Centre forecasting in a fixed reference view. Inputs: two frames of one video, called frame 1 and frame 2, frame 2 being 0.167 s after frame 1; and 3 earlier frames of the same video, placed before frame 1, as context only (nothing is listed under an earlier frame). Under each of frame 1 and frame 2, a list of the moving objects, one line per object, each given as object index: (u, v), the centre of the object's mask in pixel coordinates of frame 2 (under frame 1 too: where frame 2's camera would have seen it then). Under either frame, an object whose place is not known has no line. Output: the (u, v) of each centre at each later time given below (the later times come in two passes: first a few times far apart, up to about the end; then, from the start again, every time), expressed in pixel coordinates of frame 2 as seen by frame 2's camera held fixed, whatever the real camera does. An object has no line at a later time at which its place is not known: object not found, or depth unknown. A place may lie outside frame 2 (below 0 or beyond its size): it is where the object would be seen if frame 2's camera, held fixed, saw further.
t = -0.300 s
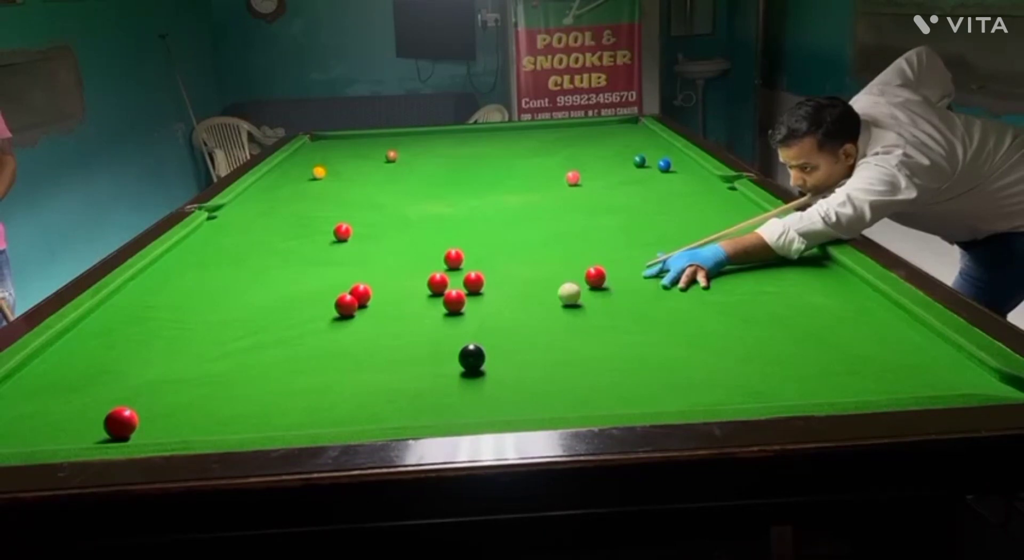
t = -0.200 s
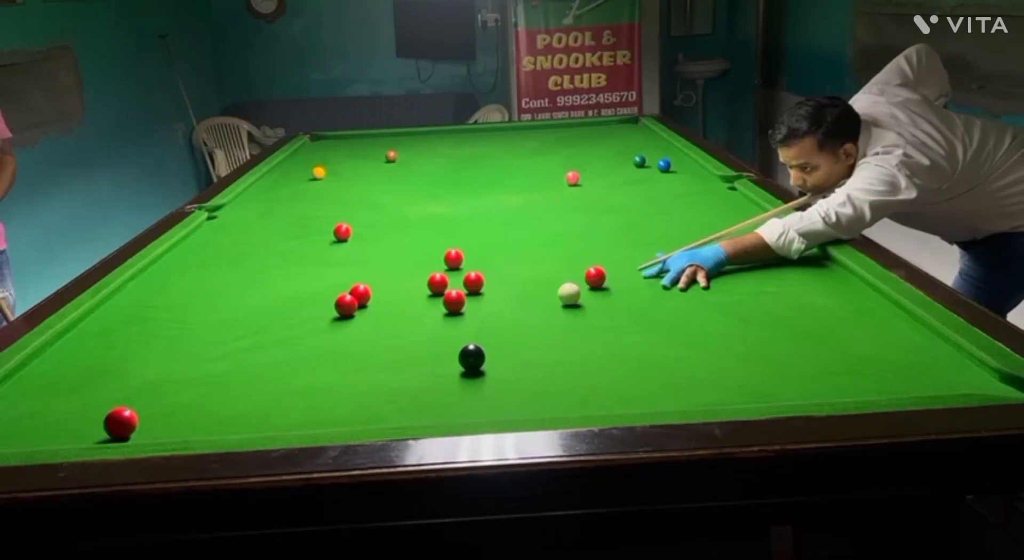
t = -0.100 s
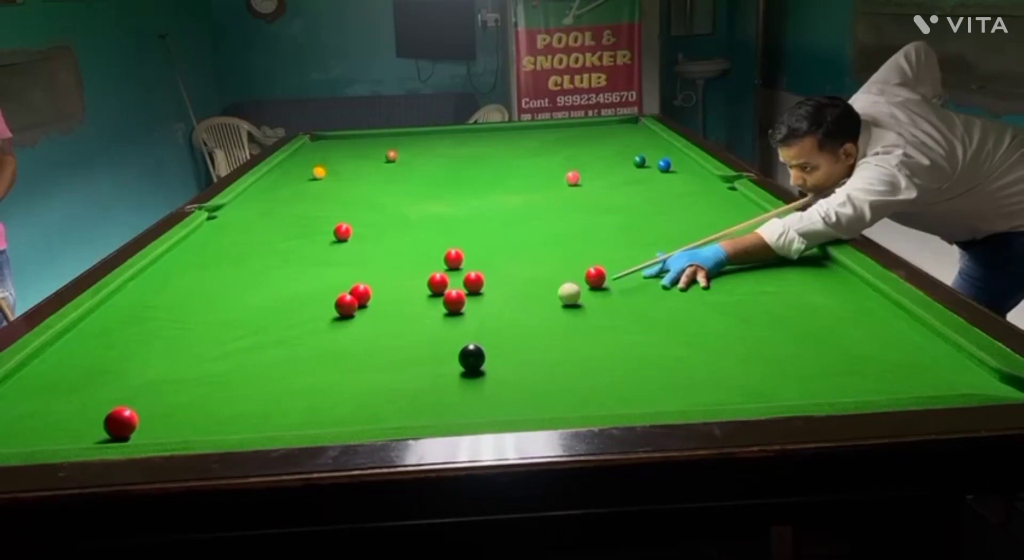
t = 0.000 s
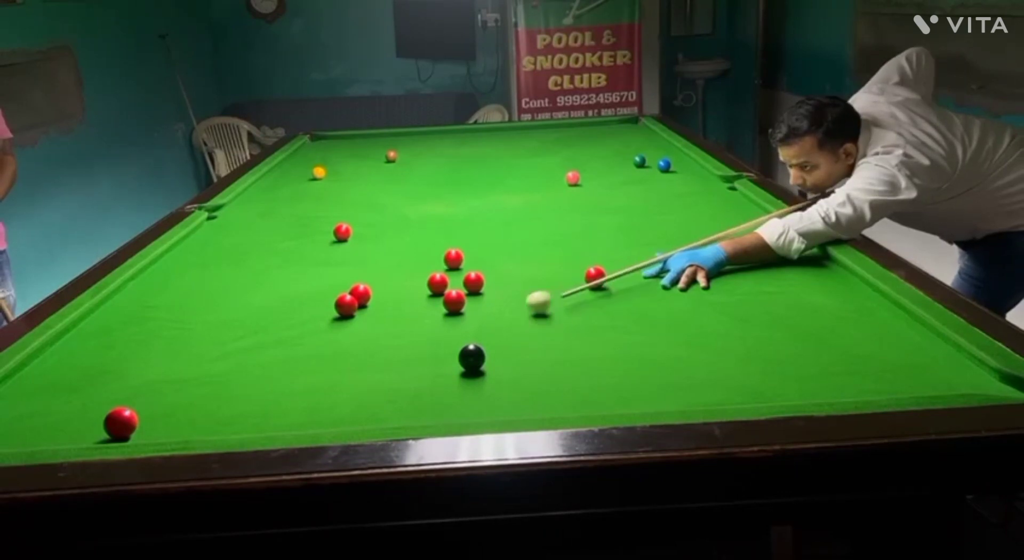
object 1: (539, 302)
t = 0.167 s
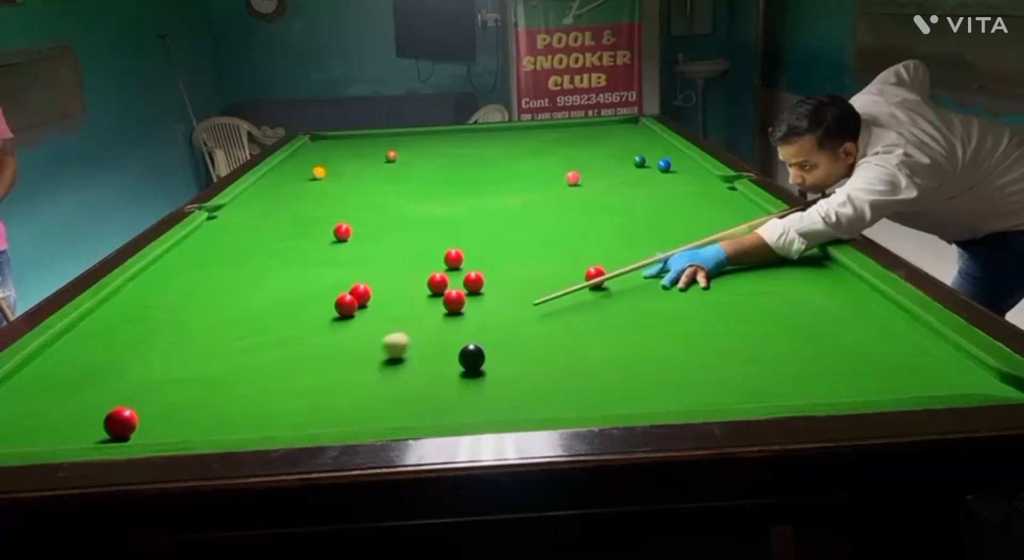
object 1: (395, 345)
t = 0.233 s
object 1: (340, 362)
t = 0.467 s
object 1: (149, 426)
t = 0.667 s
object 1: (136, 426)
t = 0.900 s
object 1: (149, 396)
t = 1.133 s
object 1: (158, 373)
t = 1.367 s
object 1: (166, 353)
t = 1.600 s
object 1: (172, 338)
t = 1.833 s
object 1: (177, 325)
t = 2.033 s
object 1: (181, 316)
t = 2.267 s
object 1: (184, 307)
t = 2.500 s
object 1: (186, 300)
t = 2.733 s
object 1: (187, 294)
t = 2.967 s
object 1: (188, 289)
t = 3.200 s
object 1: (190, 286)
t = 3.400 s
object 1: (191, 283)
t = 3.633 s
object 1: (191, 282)
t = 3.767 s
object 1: (191, 281)
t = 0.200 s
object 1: (368, 354)
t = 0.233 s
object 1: (340, 362)
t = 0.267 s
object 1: (310, 371)
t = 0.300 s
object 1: (279, 380)
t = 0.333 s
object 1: (247, 390)
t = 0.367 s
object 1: (213, 400)
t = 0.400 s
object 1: (179, 410)
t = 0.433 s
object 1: (153, 420)
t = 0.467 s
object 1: (149, 426)
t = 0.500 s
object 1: (142, 430)
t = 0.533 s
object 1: (133, 434)
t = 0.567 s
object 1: (130, 434)
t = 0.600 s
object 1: (132, 431)
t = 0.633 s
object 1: (134, 429)
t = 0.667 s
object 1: (136, 426)
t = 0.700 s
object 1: (138, 421)
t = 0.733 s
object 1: (140, 417)
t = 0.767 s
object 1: (142, 413)
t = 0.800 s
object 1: (143, 408)
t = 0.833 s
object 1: (145, 404)
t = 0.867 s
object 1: (147, 400)
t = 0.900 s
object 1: (149, 396)
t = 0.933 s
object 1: (150, 393)
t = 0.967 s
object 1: (152, 389)
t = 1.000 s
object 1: (153, 386)
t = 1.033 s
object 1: (154, 382)
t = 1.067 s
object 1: (156, 379)
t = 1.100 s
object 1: (157, 376)
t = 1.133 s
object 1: (158, 373)
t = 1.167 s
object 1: (159, 370)
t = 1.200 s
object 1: (161, 367)
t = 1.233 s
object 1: (161, 364)
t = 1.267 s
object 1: (163, 361)
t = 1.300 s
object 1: (164, 359)
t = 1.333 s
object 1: (165, 356)
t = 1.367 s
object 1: (166, 353)
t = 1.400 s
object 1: (167, 351)
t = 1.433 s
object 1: (167, 349)
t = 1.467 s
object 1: (168, 346)
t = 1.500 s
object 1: (169, 344)
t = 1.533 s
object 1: (170, 342)
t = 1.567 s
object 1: (171, 340)
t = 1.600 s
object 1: (172, 338)
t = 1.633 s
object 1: (173, 336)
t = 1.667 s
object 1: (174, 334)
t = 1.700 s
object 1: (174, 332)
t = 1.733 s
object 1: (175, 330)
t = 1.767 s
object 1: (176, 328)
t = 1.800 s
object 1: (177, 326)
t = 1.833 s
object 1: (177, 325)
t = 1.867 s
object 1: (178, 323)
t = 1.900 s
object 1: (179, 321)
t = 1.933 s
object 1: (179, 320)
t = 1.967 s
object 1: (180, 318)
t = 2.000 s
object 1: (180, 317)
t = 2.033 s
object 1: (181, 316)
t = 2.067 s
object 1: (181, 314)
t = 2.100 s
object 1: (182, 313)
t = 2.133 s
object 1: (182, 311)
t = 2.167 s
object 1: (183, 310)
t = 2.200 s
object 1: (183, 309)
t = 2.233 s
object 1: (184, 308)
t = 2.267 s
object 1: (184, 307)
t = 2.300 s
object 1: (185, 305)
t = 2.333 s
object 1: (185, 304)
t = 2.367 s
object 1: (185, 303)
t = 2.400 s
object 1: (186, 302)
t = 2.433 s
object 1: (186, 301)
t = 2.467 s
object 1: (186, 300)
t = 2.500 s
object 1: (186, 300)
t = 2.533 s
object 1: (186, 299)
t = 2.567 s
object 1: (187, 298)
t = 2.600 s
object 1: (187, 297)
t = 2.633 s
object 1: (187, 296)
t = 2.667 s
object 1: (187, 295)
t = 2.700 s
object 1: (187, 294)
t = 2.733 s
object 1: (187, 294)
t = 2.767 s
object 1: (188, 293)
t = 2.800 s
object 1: (188, 292)
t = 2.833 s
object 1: (188, 292)
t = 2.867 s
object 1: (188, 291)
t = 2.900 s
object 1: (188, 290)
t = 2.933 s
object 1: (188, 290)
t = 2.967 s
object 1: (188, 289)
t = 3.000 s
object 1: (188, 289)
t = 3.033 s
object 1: (188, 288)
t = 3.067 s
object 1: (189, 288)
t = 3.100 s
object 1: (189, 287)
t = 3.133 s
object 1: (189, 287)
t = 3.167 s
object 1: (189, 286)
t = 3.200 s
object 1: (190, 286)
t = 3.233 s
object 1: (190, 285)
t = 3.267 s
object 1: (190, 285)
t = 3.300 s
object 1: (190, 285)
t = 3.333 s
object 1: (190, 284)
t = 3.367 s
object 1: (190, 284)
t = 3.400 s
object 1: (191, 283)
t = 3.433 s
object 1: (191, 283)
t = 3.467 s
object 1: (191, 283)
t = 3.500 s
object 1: (191, 282)
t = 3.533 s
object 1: (191, 282)
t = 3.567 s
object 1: (191, 282)
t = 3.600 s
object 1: (191, 282)
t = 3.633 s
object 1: (191, 282)
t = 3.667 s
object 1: (191, 282)
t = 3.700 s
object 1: (191, 282)
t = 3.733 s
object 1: (191, 281)
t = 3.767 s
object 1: (191, 281)
